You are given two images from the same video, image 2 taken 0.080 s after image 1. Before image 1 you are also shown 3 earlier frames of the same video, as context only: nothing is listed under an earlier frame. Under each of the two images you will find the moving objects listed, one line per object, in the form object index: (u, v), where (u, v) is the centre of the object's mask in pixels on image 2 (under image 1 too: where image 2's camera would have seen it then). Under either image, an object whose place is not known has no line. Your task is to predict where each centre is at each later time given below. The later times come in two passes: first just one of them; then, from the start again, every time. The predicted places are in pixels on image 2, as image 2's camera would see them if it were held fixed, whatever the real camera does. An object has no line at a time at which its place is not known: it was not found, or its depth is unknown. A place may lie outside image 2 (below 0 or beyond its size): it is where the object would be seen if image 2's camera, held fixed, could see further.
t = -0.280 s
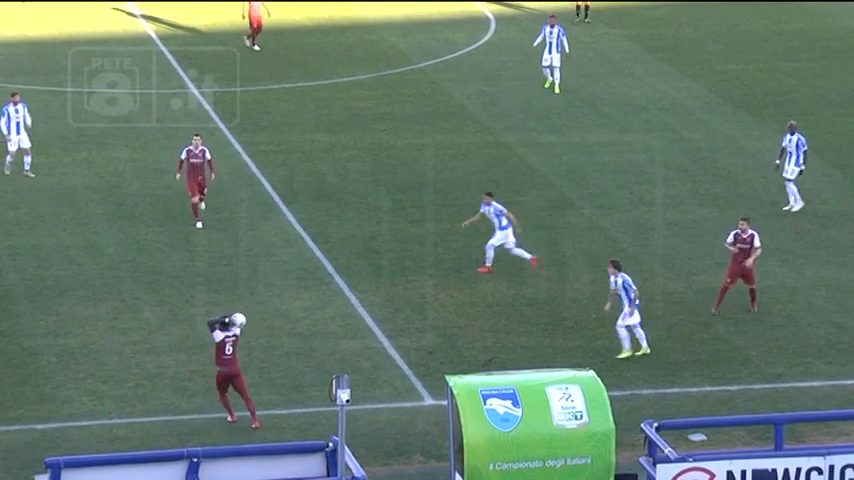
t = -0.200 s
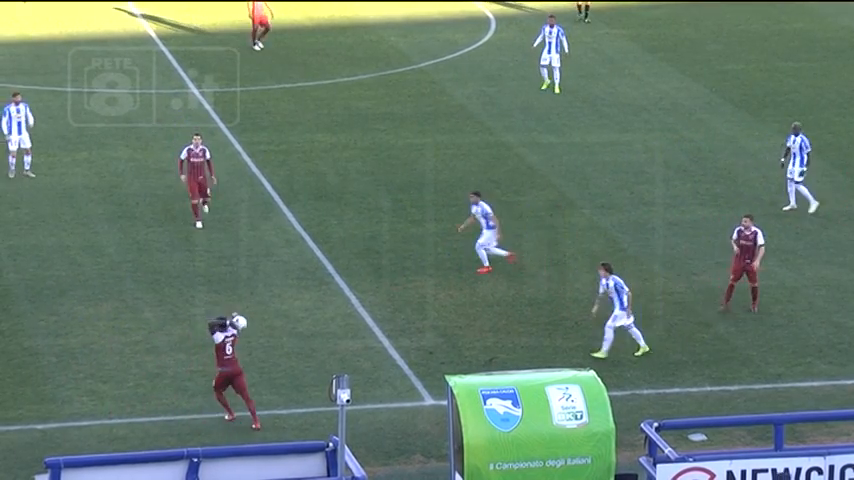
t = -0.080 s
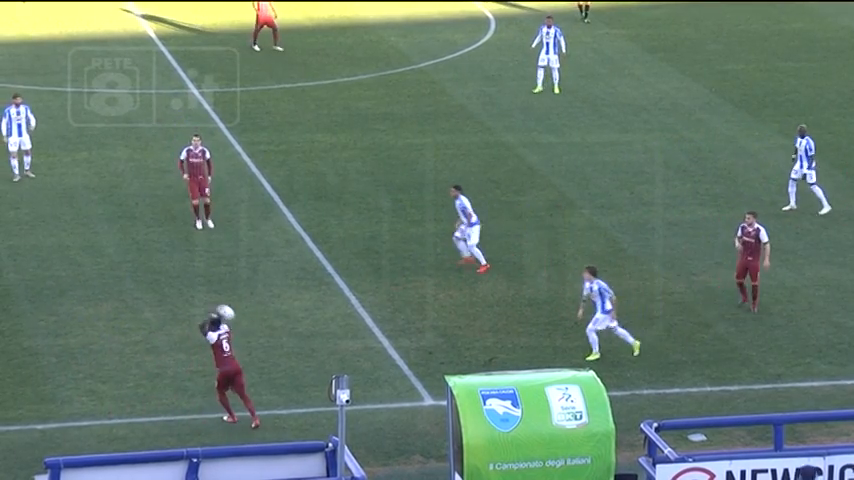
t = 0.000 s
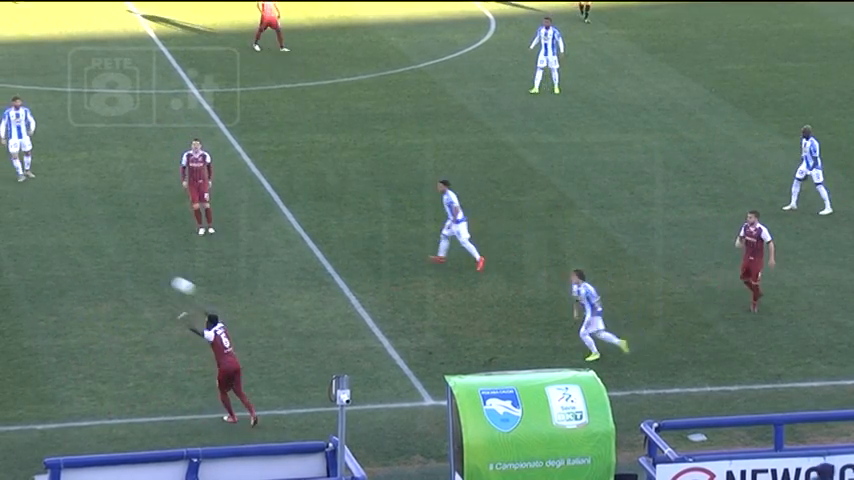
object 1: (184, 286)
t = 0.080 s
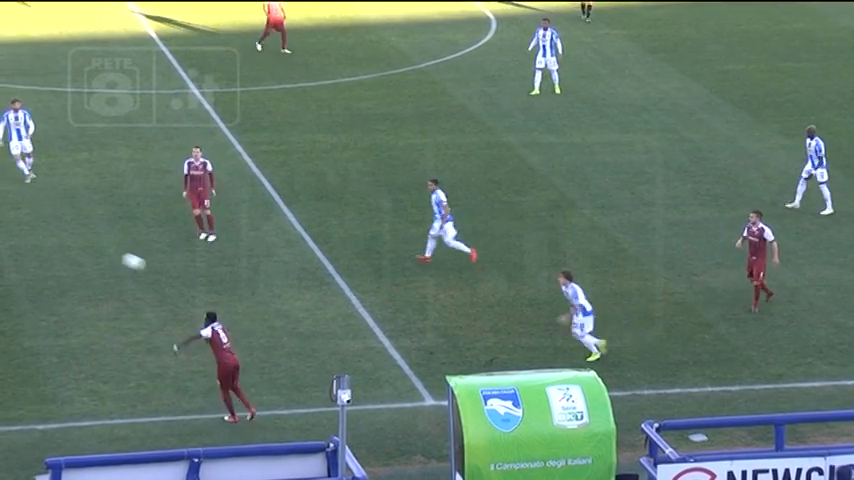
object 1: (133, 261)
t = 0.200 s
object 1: (58, 234)
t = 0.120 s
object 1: (108, 251)
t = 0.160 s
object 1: (83, 242)
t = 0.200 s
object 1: (58, 234)
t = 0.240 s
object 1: (34, 228)
